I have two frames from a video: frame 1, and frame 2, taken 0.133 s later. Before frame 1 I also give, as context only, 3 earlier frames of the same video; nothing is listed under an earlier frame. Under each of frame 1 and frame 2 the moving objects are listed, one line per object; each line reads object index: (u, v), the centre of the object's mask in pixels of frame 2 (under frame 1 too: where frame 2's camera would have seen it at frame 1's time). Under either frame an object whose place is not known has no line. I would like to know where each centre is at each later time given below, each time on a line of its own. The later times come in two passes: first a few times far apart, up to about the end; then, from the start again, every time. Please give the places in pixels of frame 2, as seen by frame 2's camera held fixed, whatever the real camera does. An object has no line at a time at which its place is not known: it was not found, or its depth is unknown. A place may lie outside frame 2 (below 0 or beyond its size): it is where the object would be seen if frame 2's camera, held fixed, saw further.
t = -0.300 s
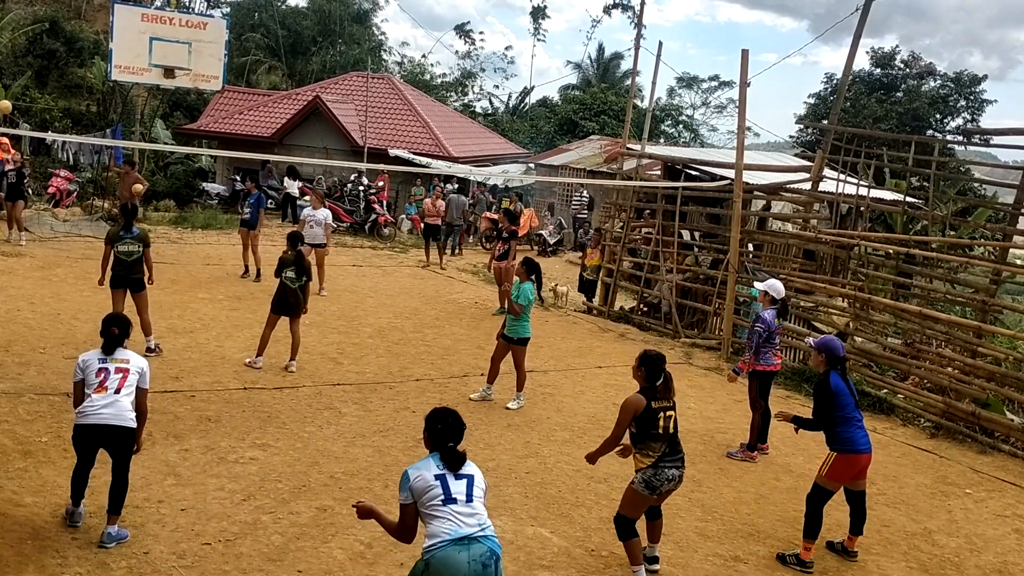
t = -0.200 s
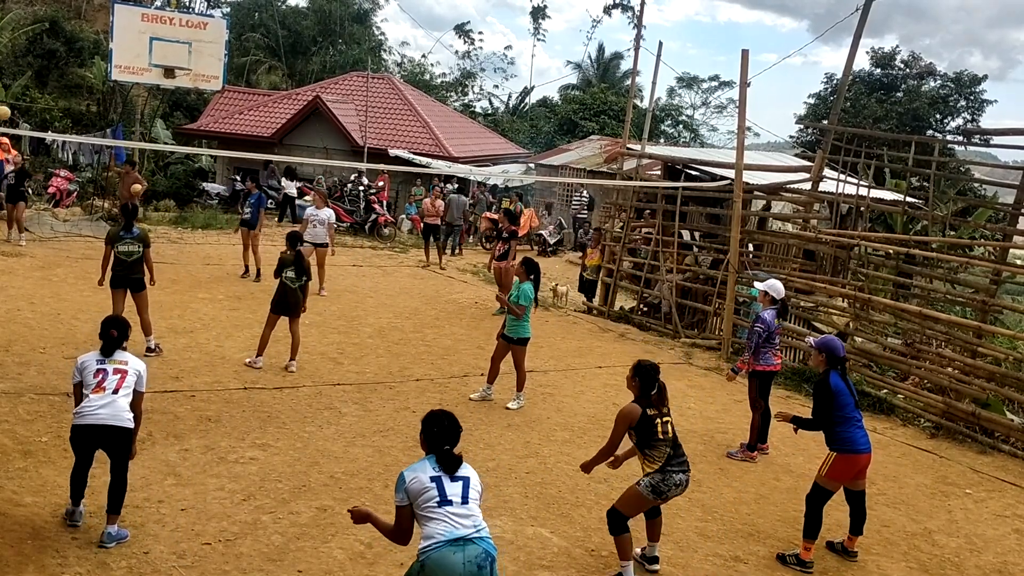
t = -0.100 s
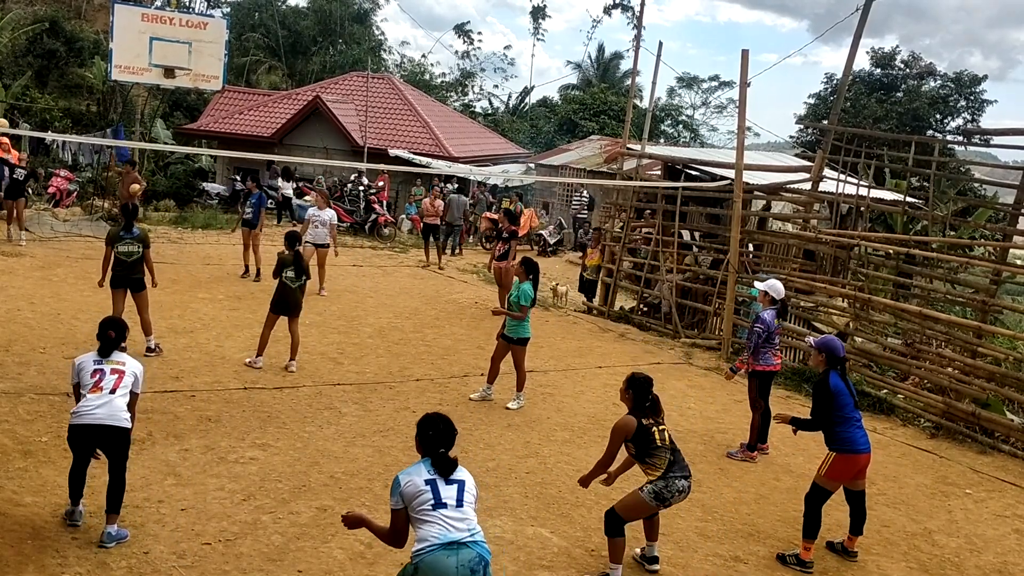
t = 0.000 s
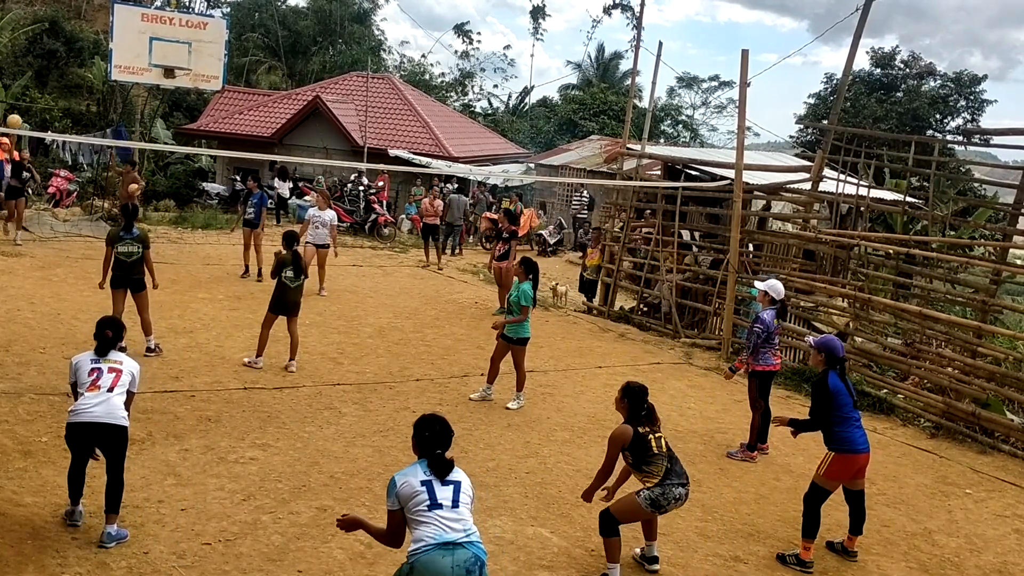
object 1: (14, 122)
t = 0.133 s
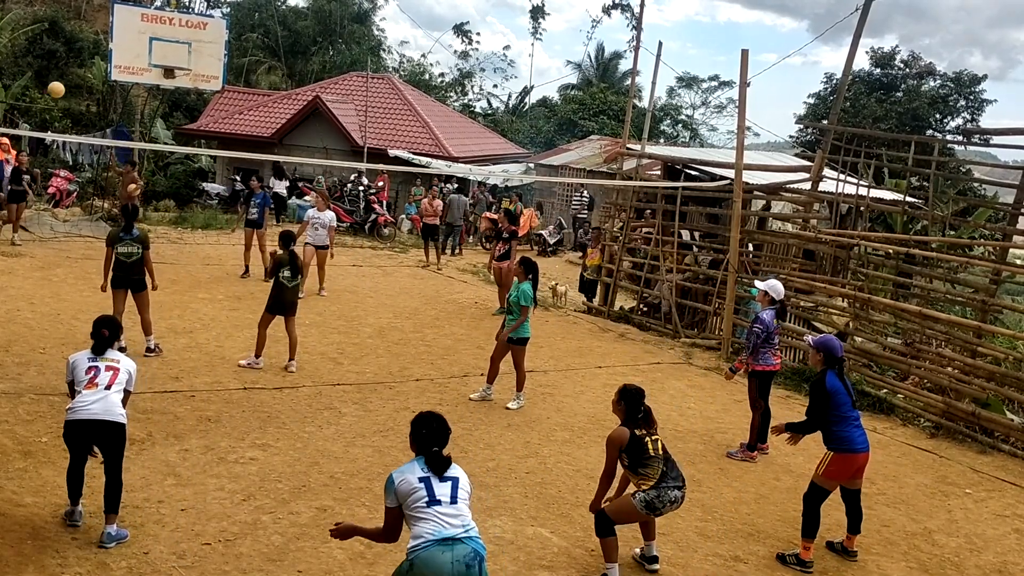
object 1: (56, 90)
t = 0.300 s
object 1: (119, 60)
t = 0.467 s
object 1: (197, 48)
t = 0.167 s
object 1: (68, 83)
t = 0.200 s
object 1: (80, 77)
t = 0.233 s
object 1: (92, 71)
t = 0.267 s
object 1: (105, 65)
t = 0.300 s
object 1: (119, 60)
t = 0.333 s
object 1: (133, 56)
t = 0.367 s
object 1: (148, 53)
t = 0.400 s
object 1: (163, 50)
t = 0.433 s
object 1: (180, 48)
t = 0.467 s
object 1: (197, 48)
